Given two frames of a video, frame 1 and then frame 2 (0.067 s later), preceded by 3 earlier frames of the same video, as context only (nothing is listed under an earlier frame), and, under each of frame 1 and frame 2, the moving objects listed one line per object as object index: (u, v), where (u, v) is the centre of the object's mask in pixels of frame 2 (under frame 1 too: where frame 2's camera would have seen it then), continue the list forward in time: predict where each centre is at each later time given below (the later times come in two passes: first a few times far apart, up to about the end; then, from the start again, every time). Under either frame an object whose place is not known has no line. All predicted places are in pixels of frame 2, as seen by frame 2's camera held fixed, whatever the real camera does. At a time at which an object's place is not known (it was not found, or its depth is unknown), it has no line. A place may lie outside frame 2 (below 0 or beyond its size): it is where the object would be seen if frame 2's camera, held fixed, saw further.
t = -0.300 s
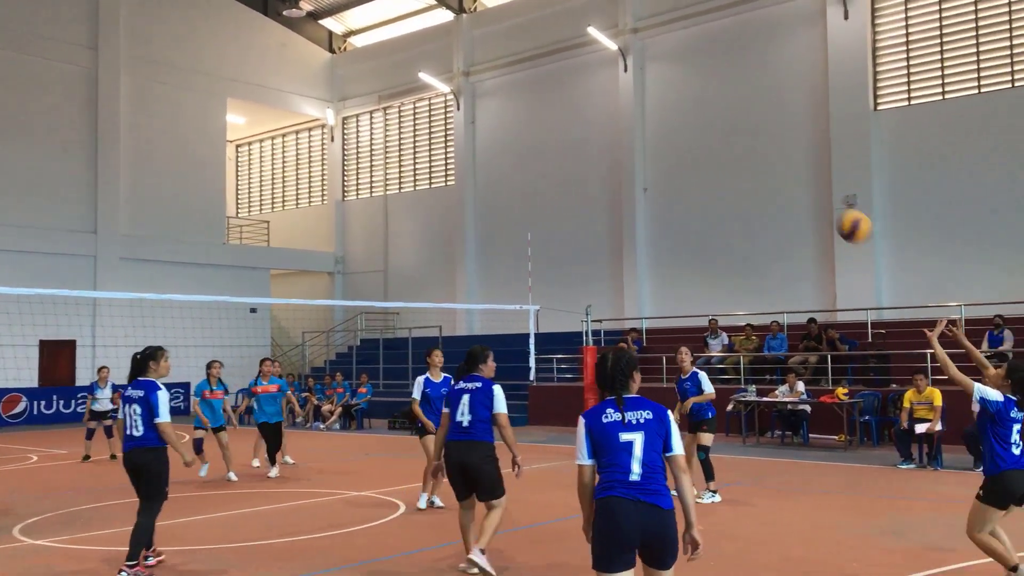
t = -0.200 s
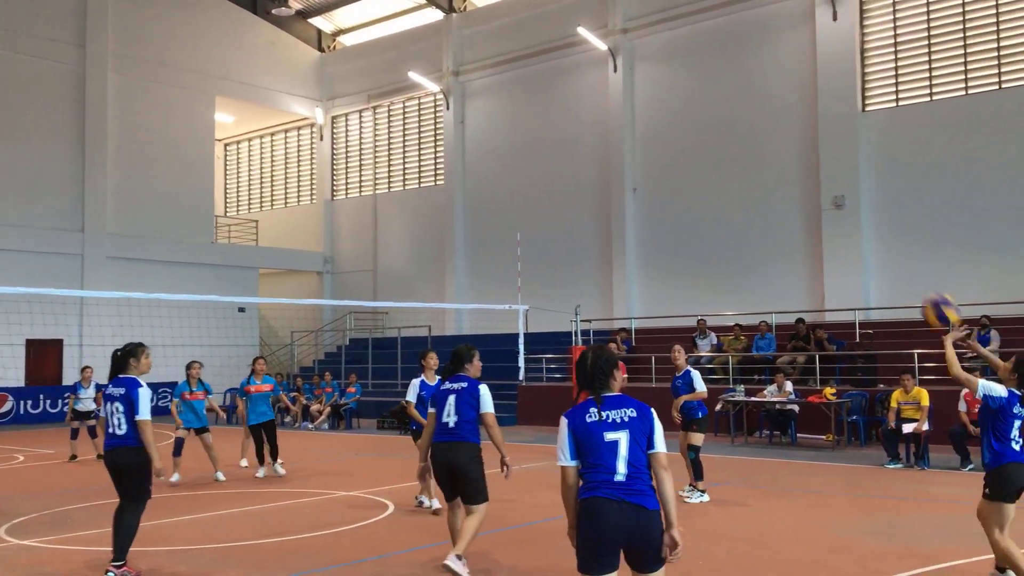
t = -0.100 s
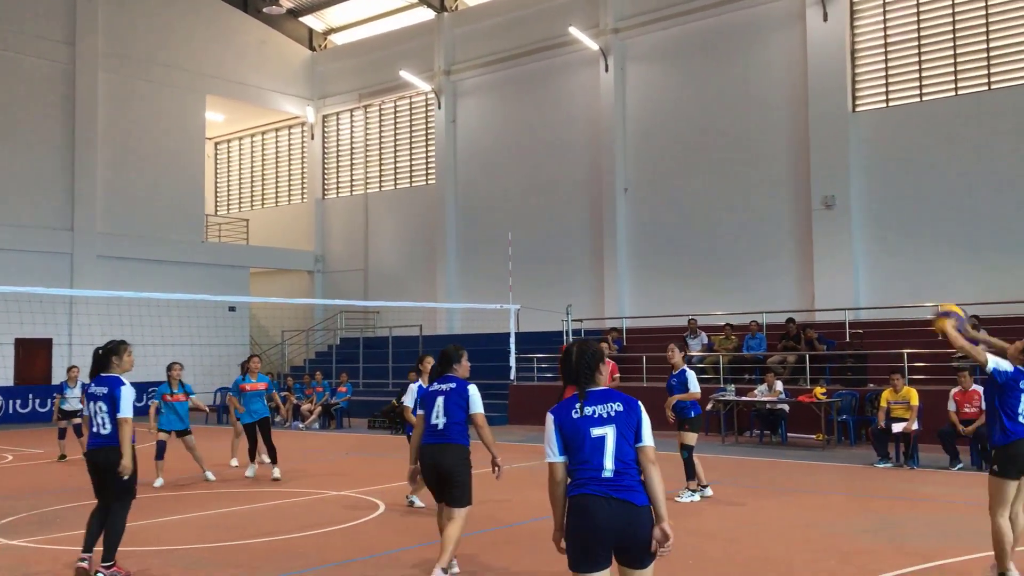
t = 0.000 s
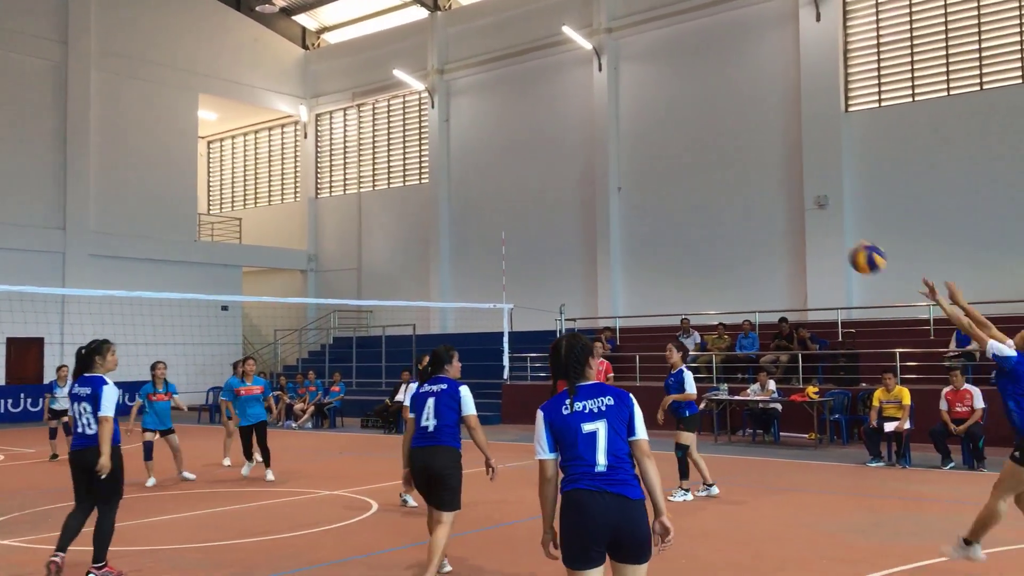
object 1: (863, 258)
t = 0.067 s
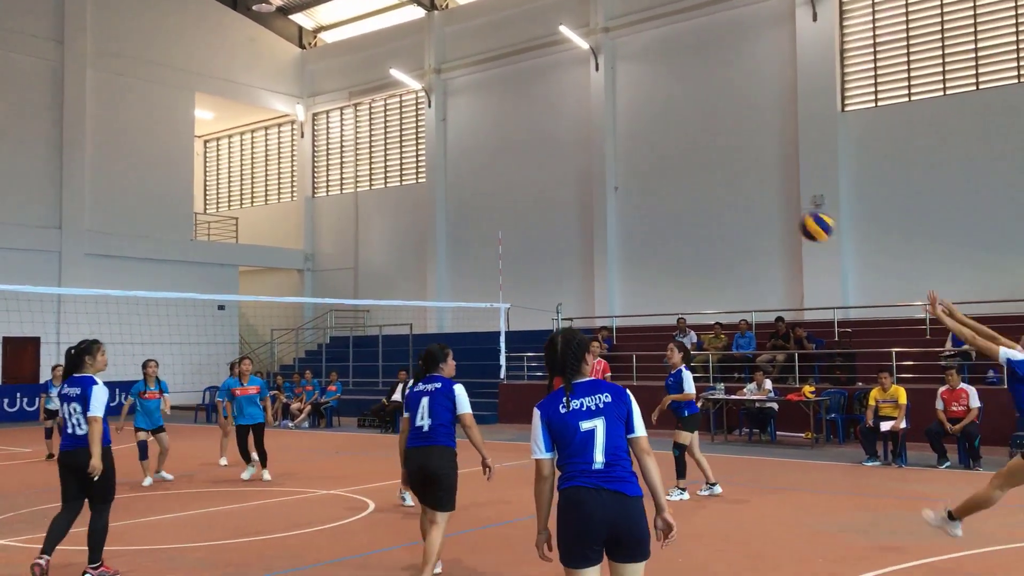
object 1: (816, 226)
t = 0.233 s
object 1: (711, 182)
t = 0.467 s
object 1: (587, 185)
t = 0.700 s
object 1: (486, 251)
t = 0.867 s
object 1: (422, 331)
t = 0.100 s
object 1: (794, 213)
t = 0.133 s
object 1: (772, 203)
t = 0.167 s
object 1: (751, 194)
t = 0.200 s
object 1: (730, 188)
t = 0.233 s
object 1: (711, 182)
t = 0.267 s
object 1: (691, 178)
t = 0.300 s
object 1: (673, 176)
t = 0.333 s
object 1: (655, 175)
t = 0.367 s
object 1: (637, 175)
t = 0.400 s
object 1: (619, 177)
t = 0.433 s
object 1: (604, 180)
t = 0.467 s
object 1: (587, 185)
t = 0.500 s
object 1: (572, 191)
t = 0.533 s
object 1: (556, 198)
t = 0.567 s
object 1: (541, 206)
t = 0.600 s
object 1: (527, 215)
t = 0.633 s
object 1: (513, 226)
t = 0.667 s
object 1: (499, 237)
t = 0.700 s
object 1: (486, 251)
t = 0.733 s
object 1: (472, 265)
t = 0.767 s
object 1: (459, 279)
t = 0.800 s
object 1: (447, 295)
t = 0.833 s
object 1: (434, 312)
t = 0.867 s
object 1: (422, 331)
